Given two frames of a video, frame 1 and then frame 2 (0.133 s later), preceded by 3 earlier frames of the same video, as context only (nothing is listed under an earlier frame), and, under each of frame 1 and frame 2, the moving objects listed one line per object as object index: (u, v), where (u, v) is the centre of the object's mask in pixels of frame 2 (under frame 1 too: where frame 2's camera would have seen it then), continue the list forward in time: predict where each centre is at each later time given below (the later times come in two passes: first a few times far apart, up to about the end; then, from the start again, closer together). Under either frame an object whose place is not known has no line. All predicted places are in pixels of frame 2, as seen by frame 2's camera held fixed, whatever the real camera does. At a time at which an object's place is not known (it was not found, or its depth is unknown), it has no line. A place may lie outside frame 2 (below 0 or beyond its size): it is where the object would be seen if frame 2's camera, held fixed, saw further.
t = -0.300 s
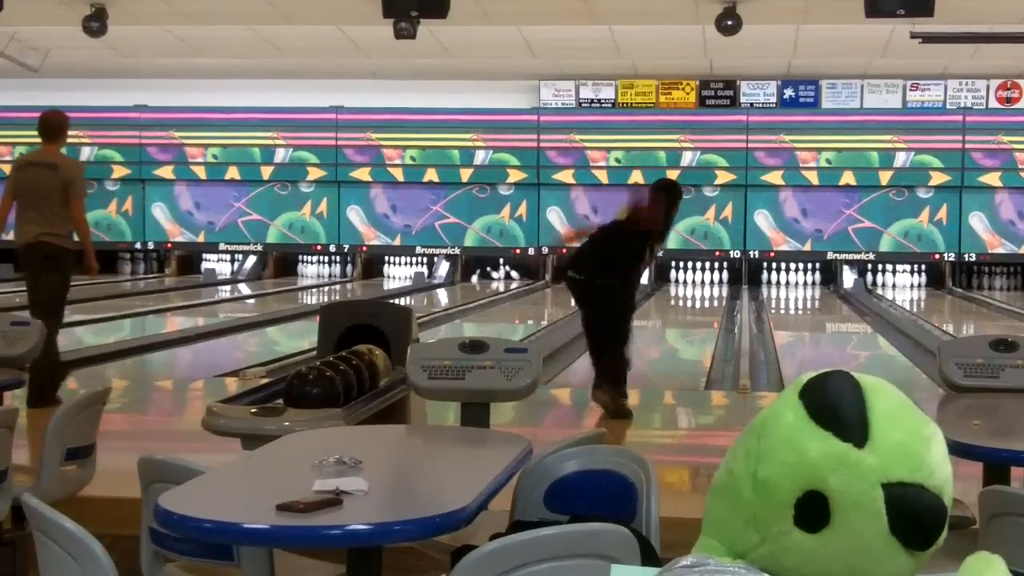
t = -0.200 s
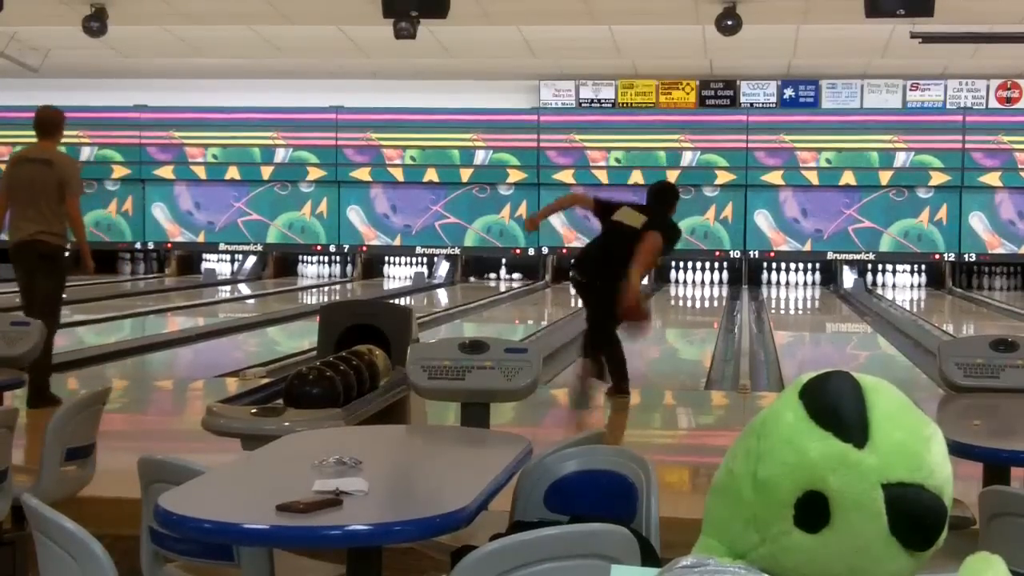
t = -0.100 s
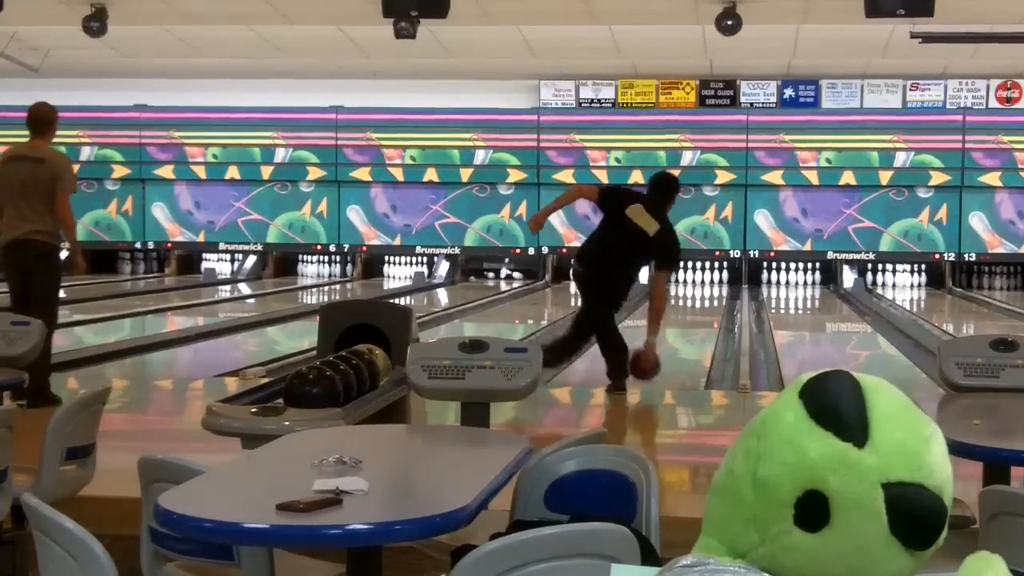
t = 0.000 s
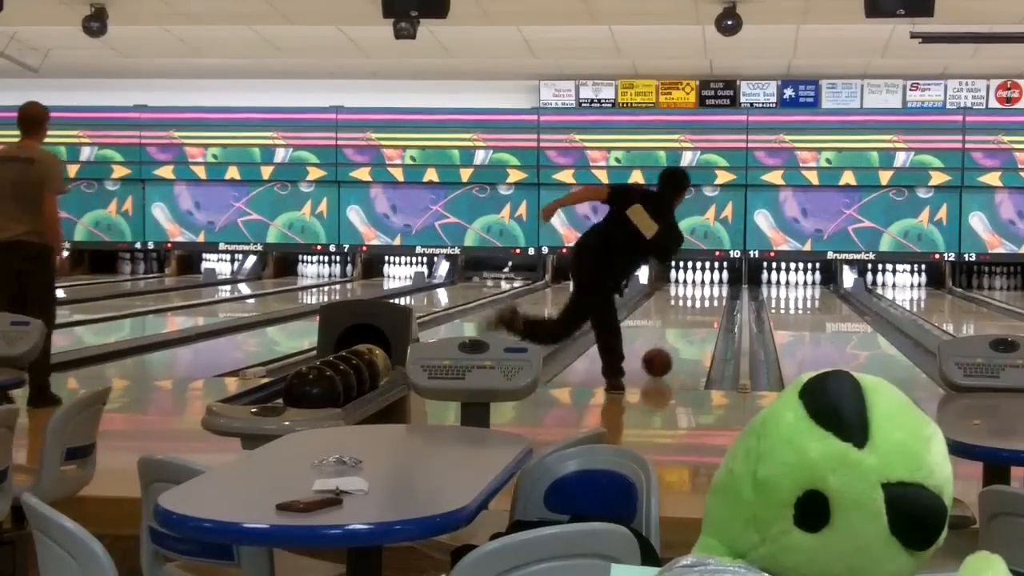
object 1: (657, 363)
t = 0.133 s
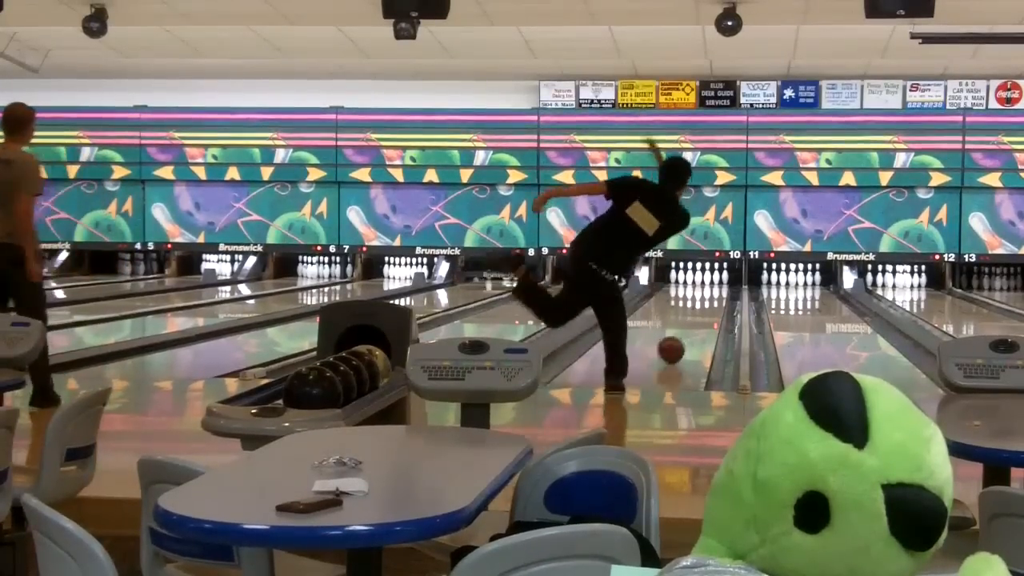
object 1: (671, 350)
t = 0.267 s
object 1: (682, 338)
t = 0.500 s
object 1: (696, 322)
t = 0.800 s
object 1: (707, 308)
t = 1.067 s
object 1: (712, 298)
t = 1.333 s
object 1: (713, 290)
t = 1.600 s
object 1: (709, 284)
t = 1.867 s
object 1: (706, 279)
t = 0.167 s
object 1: (674, 346)
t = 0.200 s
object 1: (677, 343)
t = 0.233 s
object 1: (679, 340)
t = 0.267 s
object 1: (682, 338)
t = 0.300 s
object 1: (684, 334)
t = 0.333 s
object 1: (687, 332)
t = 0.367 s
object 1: (689, 330)
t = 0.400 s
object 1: (691, 327)
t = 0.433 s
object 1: (693, 326)
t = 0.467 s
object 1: (694, 324)
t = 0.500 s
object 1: (696, 322)
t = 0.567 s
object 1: (699, 318)
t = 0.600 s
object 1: (701, 317)
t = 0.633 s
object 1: (702, 315)
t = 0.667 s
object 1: (703, 314)
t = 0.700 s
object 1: (705, 312)
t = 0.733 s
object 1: (705, 311)
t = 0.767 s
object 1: (706, 310)
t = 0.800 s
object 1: (707, 308)
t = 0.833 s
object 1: (708, 306)
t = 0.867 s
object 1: (709, 305)
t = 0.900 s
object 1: (710, 303)
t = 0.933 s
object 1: (710, 302)
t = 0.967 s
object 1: (711, 301)
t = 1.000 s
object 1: (712, 300)
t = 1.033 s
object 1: (712, 299)
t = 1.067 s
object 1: (712, 298)
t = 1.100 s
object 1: (712, 297)
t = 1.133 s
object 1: (713, 296)
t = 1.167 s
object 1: (713, 295)
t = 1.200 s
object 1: (713, 294)
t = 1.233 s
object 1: (713, 293)
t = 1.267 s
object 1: (713, 292)
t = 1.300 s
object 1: (712, 291)
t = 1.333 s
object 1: (713, 290)
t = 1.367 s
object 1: (713, 289)
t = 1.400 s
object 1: (712, 288)
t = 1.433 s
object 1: (711, 287)
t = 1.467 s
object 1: (711, 286)
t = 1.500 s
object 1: (710, 286)
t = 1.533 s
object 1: (710, 285)
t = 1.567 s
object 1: (709, 284)
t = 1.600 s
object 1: (709, 284)
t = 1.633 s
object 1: (708, 283)
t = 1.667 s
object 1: (708, 283)
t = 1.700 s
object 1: (707, 283)
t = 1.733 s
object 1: (706, 282)
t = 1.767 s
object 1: (706, 281)
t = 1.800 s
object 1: (704, 280)
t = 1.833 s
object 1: (705, 279)
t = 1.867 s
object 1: (706, 279)
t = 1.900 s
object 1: (707, 278)
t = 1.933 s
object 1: (709, 278)
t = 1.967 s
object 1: (710, 278)
